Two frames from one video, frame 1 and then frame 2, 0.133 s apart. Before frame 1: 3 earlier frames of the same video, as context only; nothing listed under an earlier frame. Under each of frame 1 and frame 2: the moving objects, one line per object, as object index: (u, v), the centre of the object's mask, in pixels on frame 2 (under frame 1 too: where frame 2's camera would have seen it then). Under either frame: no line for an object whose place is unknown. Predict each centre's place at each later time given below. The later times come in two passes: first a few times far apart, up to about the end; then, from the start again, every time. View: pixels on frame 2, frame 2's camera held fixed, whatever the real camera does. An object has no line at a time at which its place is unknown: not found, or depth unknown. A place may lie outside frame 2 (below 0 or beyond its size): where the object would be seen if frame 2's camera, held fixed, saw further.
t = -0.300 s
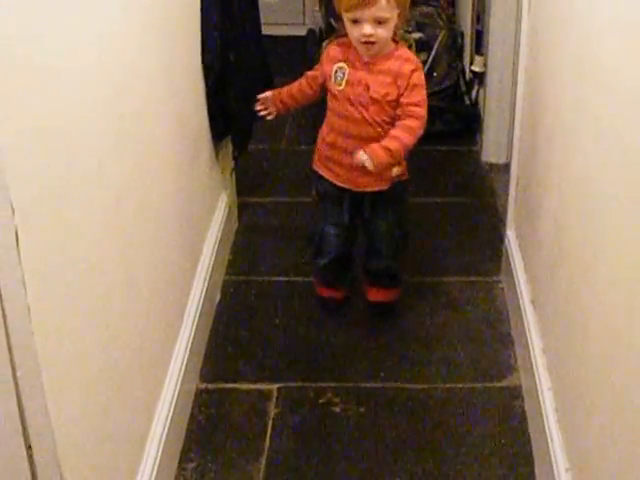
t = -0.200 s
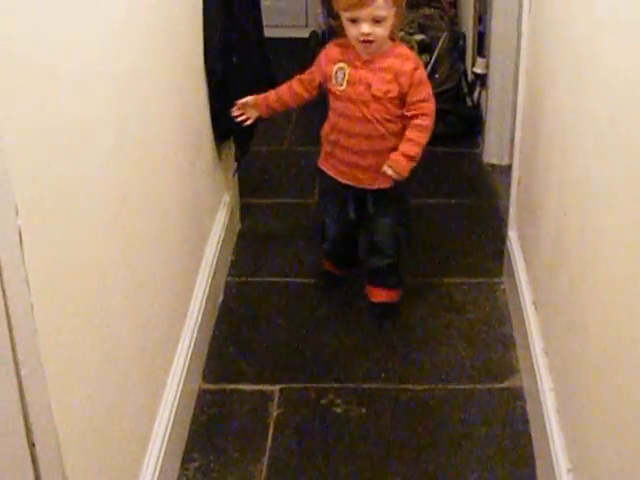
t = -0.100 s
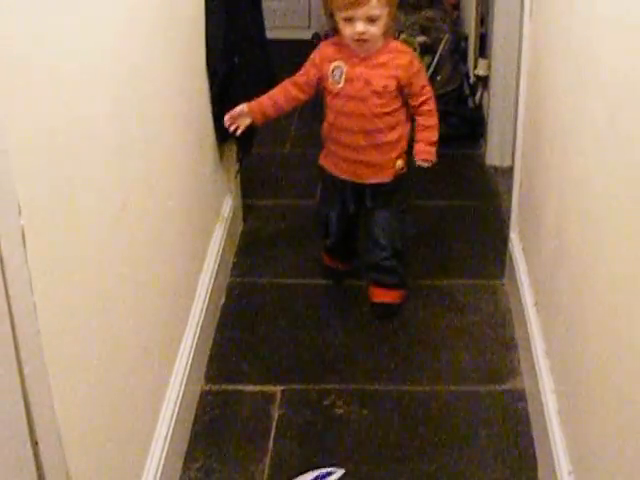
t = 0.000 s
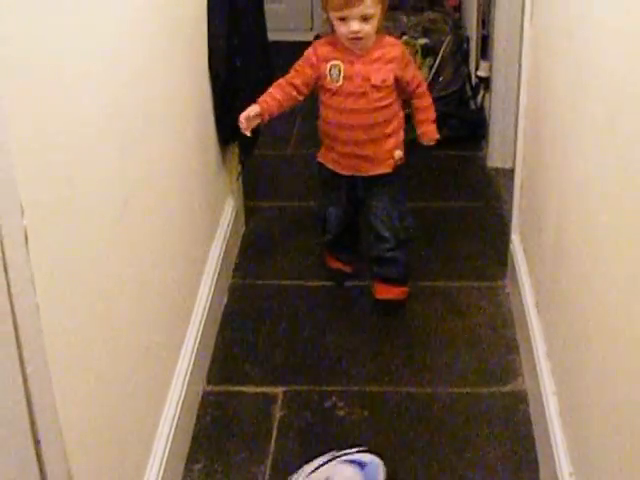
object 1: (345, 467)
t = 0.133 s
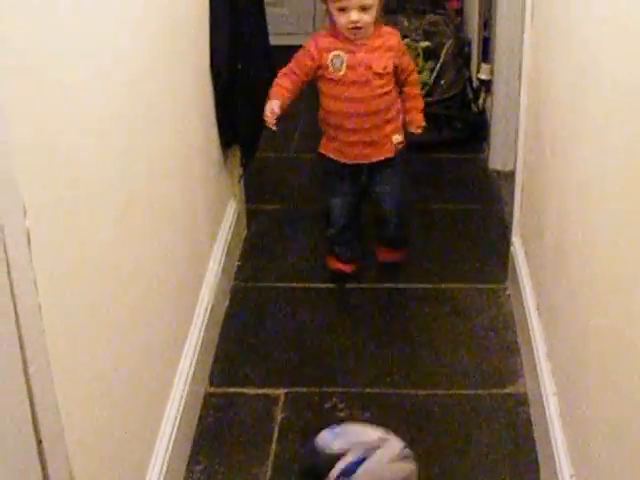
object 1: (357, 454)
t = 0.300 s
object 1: (380, 426)
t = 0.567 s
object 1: (375, 386)
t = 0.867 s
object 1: (380, 326)
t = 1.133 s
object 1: (402, 277)
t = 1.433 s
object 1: (387, 251)
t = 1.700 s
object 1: (380, 214)
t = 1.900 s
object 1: (393, 205)
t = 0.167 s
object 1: (363, 447)
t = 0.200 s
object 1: (368, 440)
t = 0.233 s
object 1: (377, 437)
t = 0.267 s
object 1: (381, 432)
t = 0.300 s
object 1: (380, 426)
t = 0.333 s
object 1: (382, 420)
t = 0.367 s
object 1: (382, 415)
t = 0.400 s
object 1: (381, 410)
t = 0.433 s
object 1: (380, 406)
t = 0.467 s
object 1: (379, 402)
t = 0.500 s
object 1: (377, 397)
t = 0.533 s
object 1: (377, 394)
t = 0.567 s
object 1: (375, 386)
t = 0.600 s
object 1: (373, 374)
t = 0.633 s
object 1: (372, 363)
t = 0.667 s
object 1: (372, 354)
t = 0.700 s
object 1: (371, 347)
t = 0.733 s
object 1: (370, 343)
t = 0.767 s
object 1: (372, 337)
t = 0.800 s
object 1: (374, 332)
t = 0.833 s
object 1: (377, 329)
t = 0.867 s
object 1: (380, 326)
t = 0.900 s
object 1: (382, 324)
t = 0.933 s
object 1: (385, 320)
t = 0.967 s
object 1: (388, 313)
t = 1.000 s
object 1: (391, 305)
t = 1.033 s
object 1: (395, 295)
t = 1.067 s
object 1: (397, 288)
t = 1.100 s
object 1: (400, 281)
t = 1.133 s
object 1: (402, 277)
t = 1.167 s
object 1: (402, 272)
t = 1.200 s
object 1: (403, 270)
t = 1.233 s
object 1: (403, 267)
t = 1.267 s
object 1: (401, 263)
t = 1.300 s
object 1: (400, 262)
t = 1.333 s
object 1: (397, 260)
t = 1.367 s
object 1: (396, 259)
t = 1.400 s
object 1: (393, 258)
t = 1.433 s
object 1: (387, 251)
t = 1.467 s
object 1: (387, 246)
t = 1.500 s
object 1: (385, 238)
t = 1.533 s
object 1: (384, 233)
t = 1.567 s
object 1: (382, 227)
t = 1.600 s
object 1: (381, 223)
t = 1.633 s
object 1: (380, 220)
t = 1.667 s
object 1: (380, 217)
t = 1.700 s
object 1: (380, 214)
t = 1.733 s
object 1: (381, 211)
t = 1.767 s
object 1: (383, 209)
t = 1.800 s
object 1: (385, 209)
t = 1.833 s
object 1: (387, 208)
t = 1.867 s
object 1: (390, 207)
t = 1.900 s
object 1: (393, 205)
